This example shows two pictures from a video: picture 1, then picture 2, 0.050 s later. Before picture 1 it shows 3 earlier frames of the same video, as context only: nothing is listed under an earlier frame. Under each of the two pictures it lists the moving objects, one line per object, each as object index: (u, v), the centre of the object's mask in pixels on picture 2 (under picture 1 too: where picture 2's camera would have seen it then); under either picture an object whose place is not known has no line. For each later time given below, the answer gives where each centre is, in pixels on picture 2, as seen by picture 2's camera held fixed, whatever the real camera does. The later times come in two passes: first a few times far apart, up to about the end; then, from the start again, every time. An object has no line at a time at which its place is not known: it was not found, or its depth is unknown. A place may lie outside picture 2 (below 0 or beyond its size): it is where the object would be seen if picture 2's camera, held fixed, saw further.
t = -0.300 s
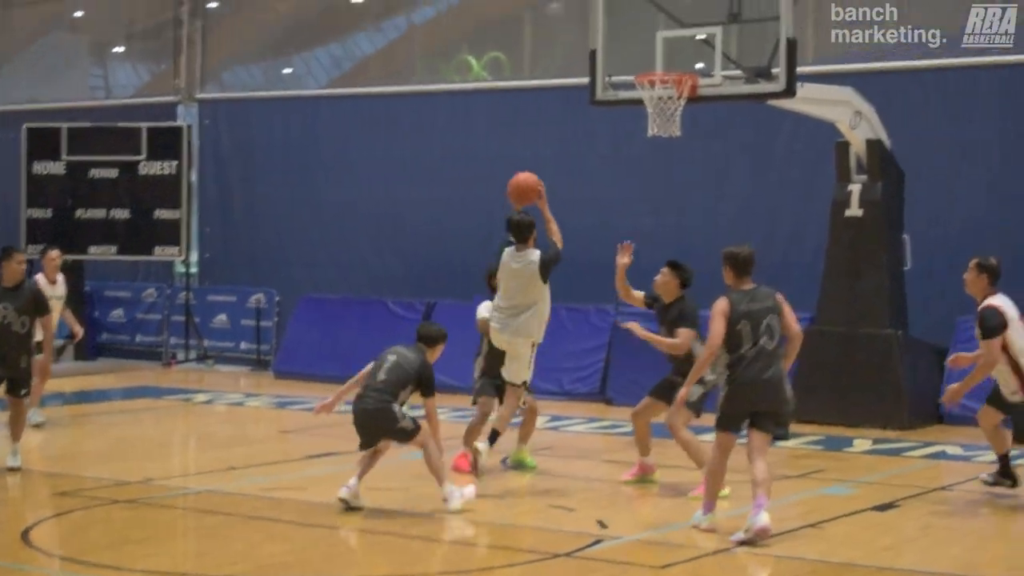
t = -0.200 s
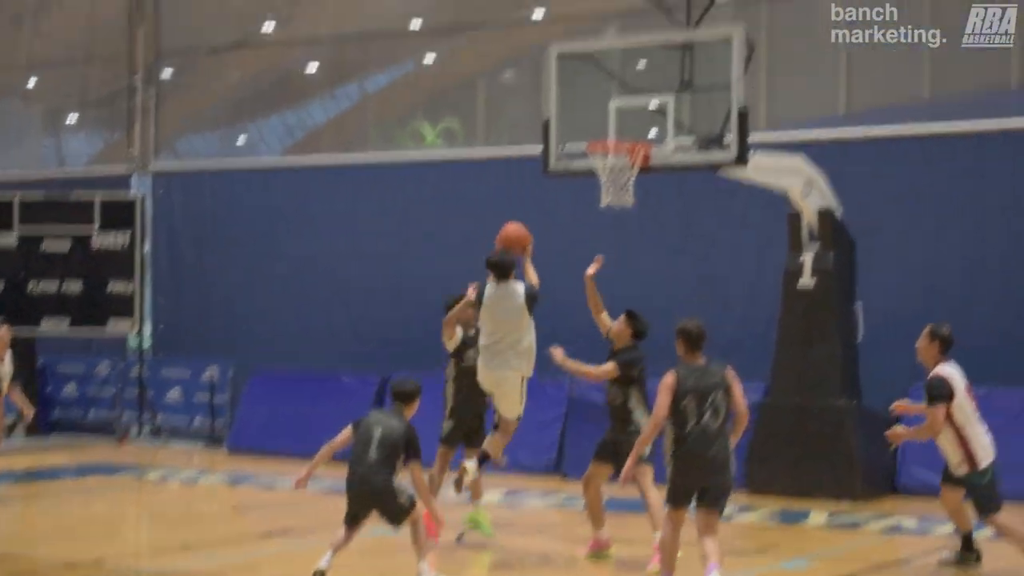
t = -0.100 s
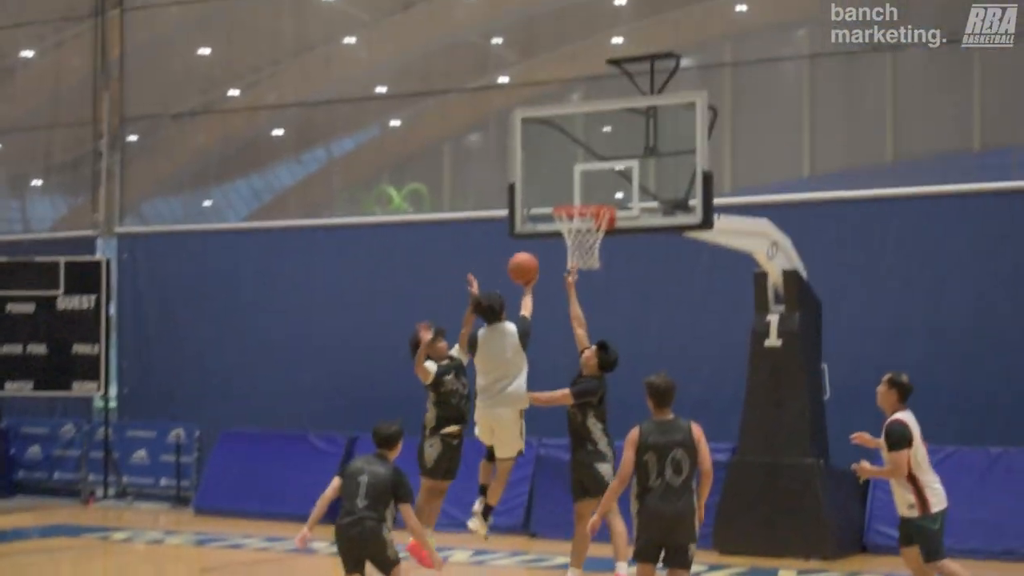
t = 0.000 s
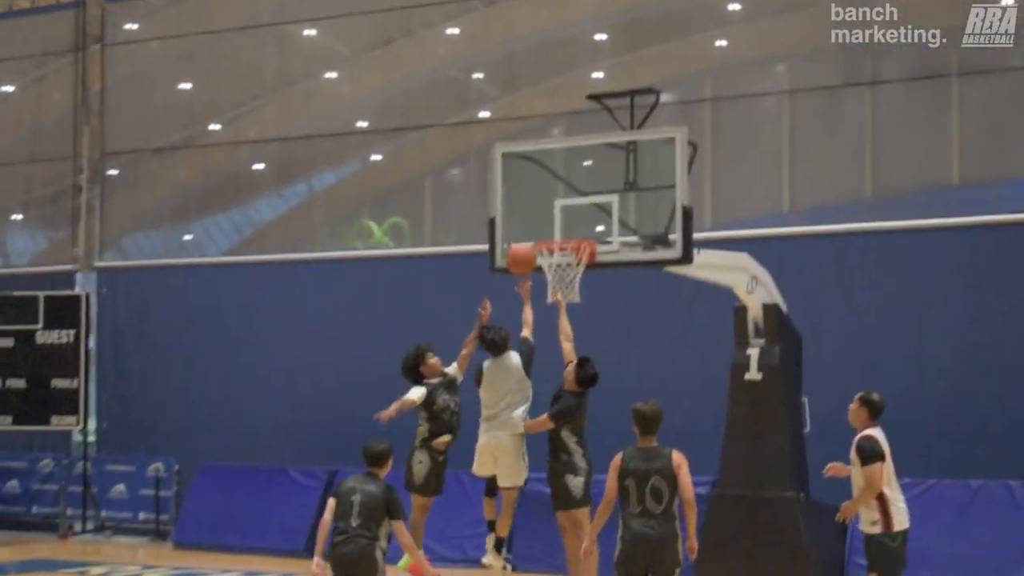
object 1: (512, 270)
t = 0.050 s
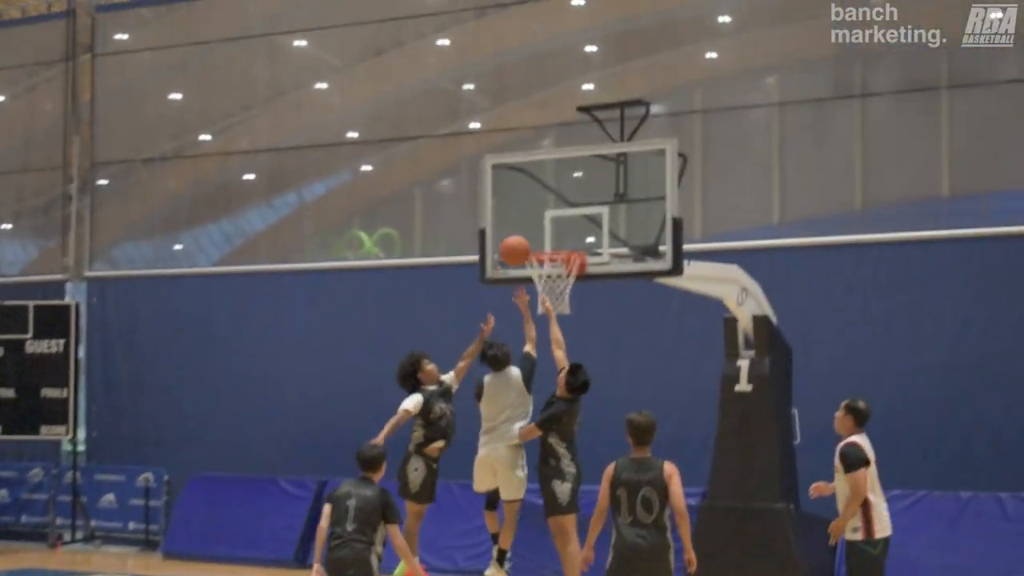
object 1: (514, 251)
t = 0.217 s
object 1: (525, 209)
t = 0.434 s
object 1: (539, 208)
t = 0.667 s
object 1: (552, 250)
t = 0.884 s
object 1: (546, 292)
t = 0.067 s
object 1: (516, 245)
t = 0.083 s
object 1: (517, 239)
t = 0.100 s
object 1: (519, 234)
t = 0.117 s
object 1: (519, 230)
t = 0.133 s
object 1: (520, 225)
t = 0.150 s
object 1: (521, 221)
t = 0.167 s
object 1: (521, 218)
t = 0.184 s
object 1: (523, 215)
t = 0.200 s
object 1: (524, 212)
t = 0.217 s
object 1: (525, 209)
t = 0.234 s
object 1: (526, 207)
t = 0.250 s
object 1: (527, 205)
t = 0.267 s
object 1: (528, 204)
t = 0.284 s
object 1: (529, 202)
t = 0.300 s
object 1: (529, 202)
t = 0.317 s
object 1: (531, 201)
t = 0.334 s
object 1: (532, 201)
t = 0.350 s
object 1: (533, 202)
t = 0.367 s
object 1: (534, 202)
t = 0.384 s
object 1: (535, 203)
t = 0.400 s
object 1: (537, 205)
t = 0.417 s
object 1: (538, 206)
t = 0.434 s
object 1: (539, 208)
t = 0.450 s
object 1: (540, 210)
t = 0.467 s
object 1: (541, 213)
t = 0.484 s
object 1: (542, 216)
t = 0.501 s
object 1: (543, 219)
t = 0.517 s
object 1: (544, 223)
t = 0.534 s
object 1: (545, 226)
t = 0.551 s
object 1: (547, 231)
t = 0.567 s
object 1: (548, 235)
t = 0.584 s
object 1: (549, 239)
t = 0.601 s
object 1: (550, 242)
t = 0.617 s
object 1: (551, 244)
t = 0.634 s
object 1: (552, 247)
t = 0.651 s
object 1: (553, 249)
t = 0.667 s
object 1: (552, 250)
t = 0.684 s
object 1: (552, 251)
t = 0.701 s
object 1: (553, 253)
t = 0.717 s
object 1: (545, 271)
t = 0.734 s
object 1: (549, 269)
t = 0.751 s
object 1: (549, 275)
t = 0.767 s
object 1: (548, 278)
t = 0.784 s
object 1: (548, 281)
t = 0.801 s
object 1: (547, 286)
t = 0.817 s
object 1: (547, 288)
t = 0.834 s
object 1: (547, 290)
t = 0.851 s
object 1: (547, 291)
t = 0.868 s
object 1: (548, 291)
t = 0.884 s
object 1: (546, 292)
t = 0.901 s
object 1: (547, 293)
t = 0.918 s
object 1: (546, 294)
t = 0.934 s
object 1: (547, 296)
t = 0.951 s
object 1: (547, 298)
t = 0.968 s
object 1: (547, 300)
